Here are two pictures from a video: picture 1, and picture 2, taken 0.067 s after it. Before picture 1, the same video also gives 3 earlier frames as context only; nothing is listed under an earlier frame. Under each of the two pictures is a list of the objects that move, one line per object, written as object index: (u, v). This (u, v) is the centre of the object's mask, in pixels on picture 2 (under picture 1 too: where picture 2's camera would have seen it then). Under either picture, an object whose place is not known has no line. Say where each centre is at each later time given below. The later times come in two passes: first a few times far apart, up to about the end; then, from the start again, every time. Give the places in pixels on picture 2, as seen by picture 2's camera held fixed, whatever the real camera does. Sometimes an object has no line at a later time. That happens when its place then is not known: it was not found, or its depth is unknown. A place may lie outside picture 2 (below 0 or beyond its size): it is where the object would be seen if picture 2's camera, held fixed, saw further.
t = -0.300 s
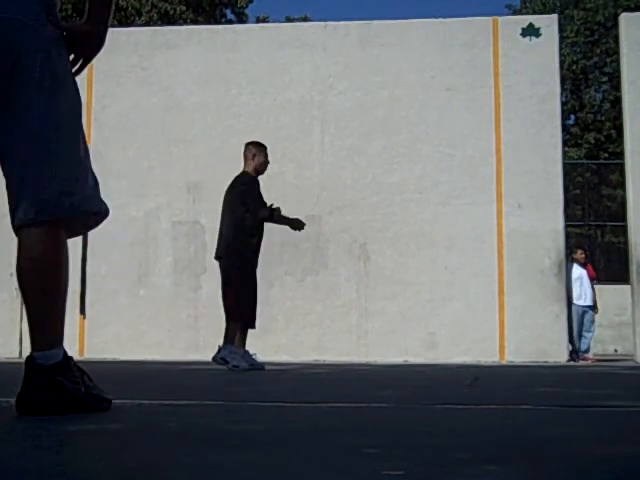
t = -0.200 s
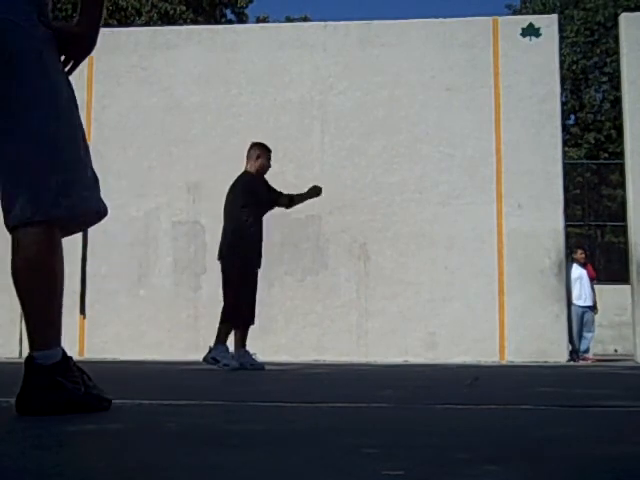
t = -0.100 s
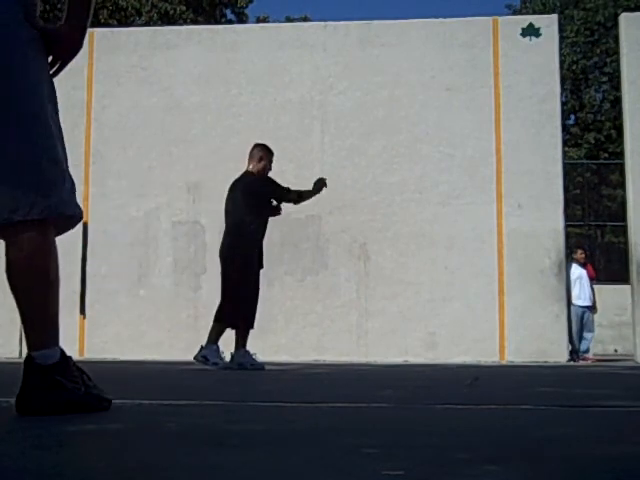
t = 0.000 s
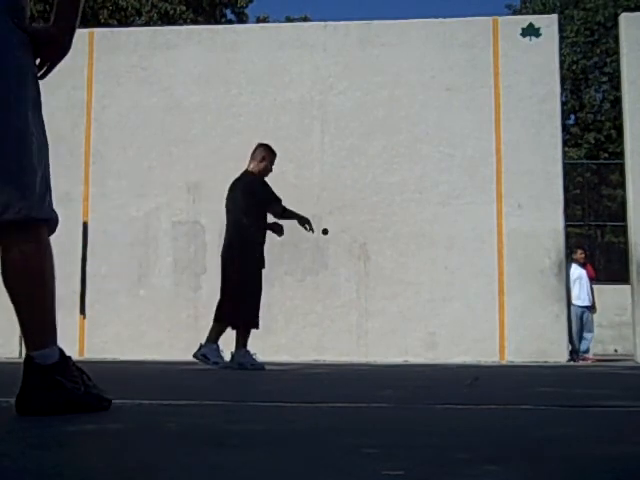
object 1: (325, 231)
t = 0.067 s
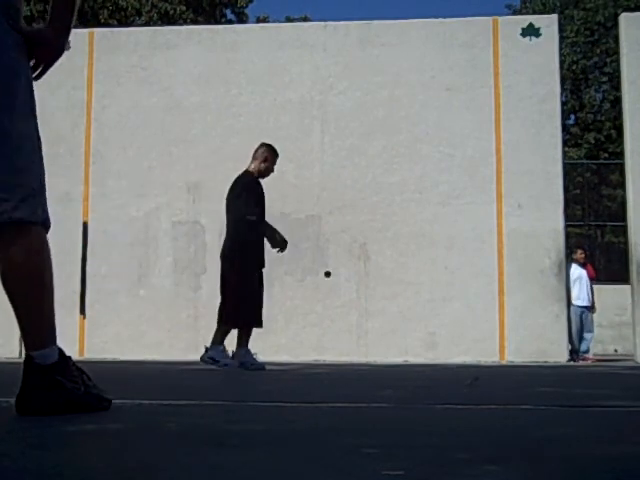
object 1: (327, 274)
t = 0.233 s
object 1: (332, 340)
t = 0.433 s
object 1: (332, 243)
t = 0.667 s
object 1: (332, 190)
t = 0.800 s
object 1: (333, 189)
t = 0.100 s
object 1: (329, 297)
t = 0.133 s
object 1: (330, 322)
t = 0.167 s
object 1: (332, 348)
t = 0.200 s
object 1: (332, 361)
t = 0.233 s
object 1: (332, 340)
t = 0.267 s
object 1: (332, 321)
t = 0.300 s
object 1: (332, 303)
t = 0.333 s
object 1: (332, 285)
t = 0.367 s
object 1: (332, 270)
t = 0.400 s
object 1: (332, 256)
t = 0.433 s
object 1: (332, 243)
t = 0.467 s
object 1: (332, 232)
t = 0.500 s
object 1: (332, 222)
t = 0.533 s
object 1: (332, 213)
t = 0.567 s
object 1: (332, 205)
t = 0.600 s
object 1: (332, 199)
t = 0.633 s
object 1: (332, 194)
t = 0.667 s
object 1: (332, 190)
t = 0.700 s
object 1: (332, 188)
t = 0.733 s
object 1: (332, 187)
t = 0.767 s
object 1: (333, 187)
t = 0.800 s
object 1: (333, 189)
